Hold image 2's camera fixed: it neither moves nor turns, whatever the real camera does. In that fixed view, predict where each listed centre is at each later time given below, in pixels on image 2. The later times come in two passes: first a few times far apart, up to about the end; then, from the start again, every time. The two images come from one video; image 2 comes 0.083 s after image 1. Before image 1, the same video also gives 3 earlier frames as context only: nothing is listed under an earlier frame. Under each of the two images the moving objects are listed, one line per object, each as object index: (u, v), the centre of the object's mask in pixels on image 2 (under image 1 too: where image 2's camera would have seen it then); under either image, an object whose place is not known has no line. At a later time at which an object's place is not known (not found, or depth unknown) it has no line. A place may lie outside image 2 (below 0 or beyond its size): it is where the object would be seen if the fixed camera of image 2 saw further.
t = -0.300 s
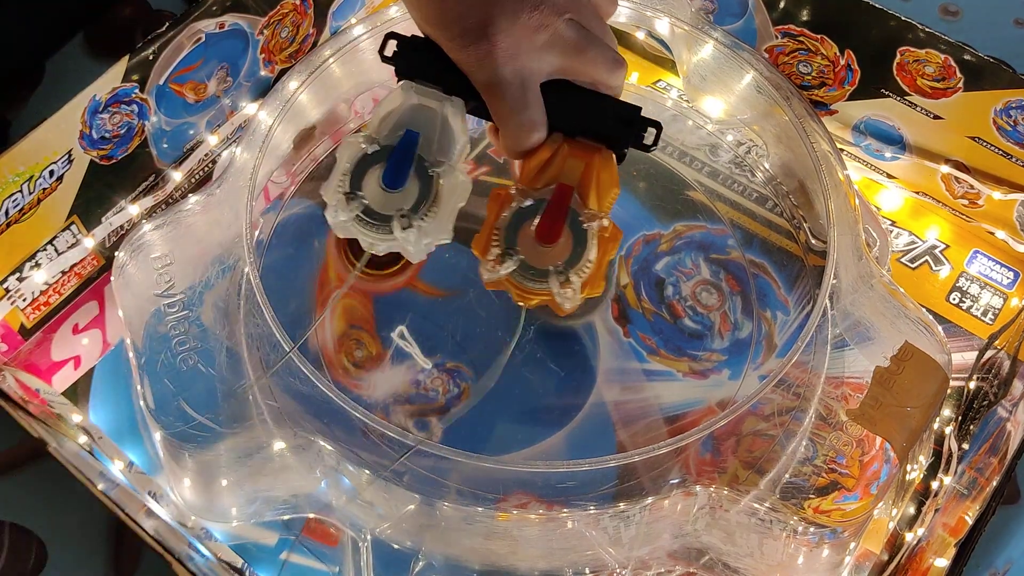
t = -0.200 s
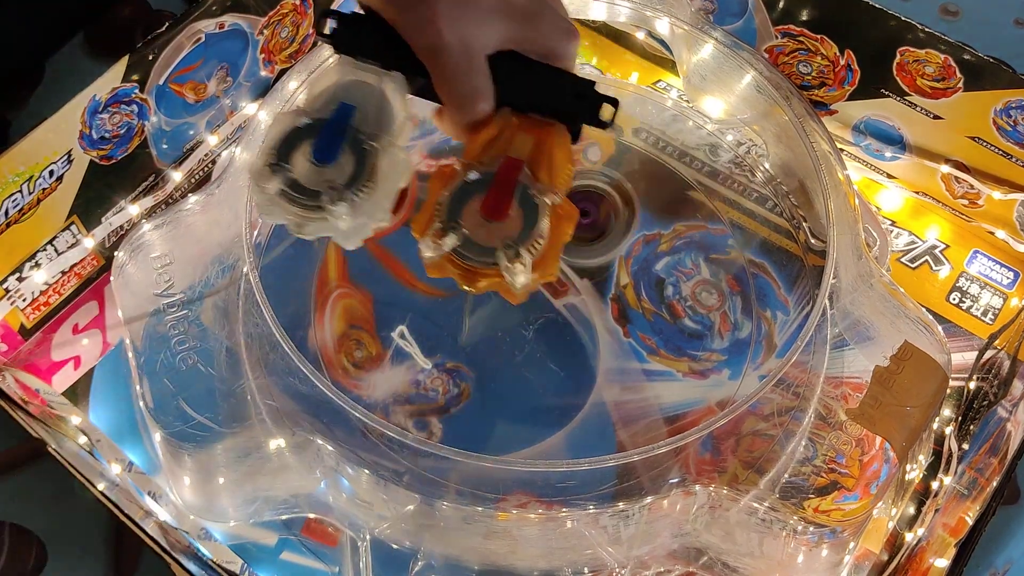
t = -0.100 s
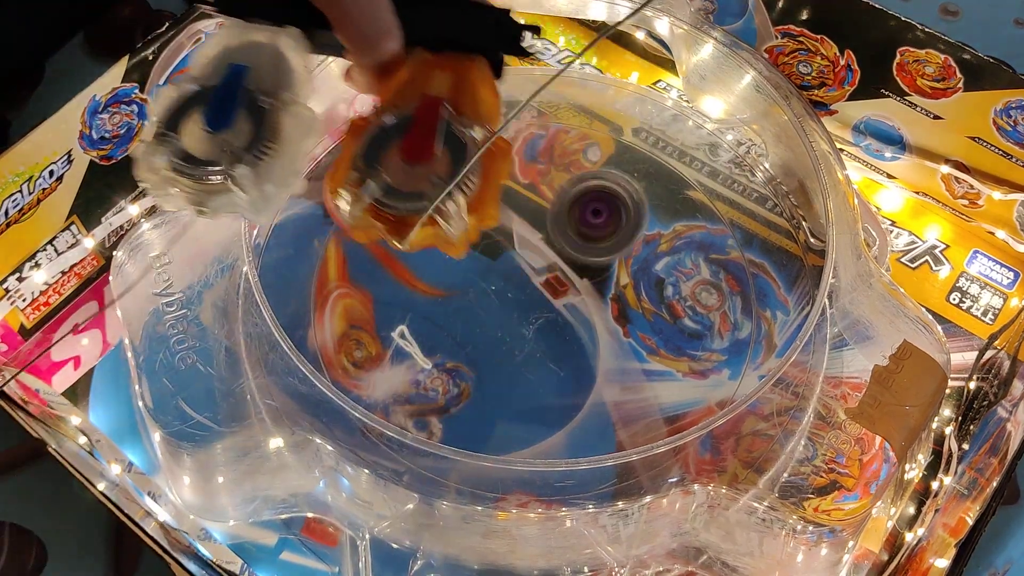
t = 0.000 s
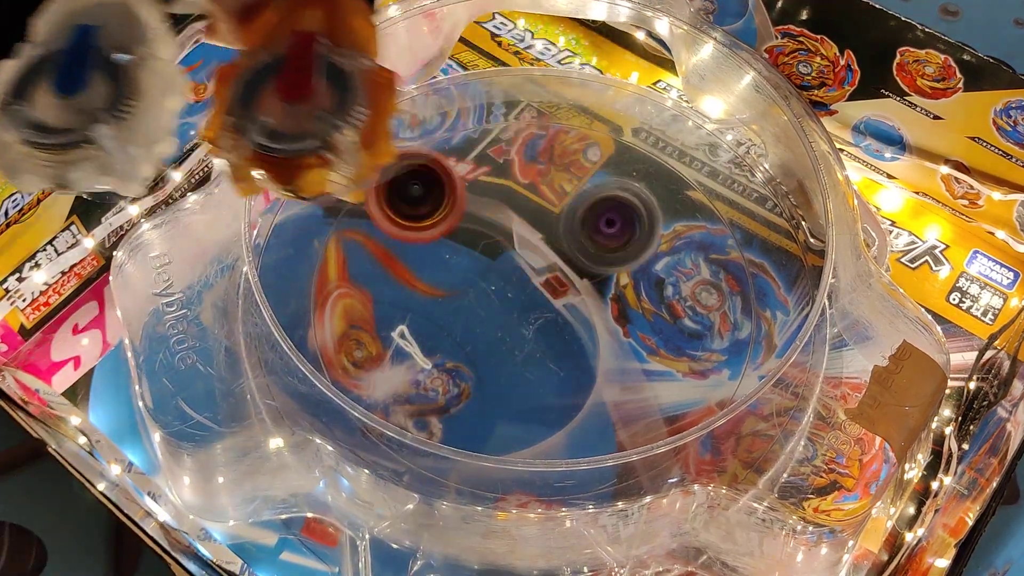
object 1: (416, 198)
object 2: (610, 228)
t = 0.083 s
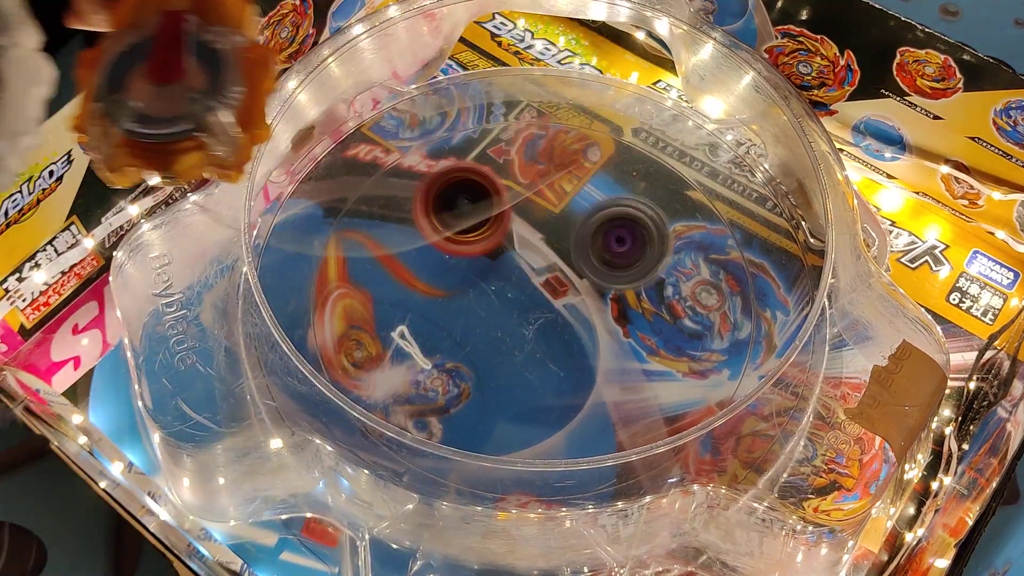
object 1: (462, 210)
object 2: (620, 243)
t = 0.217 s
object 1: (539, 245)
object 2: (633, 277)
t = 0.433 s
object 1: (431, 262)
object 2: (806, 339)
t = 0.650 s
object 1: (399, 267)
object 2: (834, 357)
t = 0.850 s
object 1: (427, 286)
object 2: (834, 431)
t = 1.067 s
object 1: (480, 318)
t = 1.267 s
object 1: (525, 366)
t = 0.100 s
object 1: (472, 216)
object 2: (622, 248)
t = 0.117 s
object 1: (483, 217)
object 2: (624, 251)
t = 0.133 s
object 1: (492, 220)
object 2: (626, 255)
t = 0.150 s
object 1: (502, 226)
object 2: (627, 260)
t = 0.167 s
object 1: (512, 230)
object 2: (629, 264)
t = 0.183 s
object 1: (521, 235)
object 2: (631, 270)
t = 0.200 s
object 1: (530, 240)
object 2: (631, 275)
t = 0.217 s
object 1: (539, 245)
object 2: (633, 277)
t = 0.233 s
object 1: (546, 250)
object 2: (635, 283)
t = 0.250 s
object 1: (550, 255)
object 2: (636, 285)
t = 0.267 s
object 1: (546, 258)
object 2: (648, 291)
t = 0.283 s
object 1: (530, 257)
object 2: (672, 302)
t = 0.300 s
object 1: (514, 256)
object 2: (690, 307)
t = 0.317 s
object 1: (499, 256)
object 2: (706, 314)
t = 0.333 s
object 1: (486, 256)
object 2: (724, 320)
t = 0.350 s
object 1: (473, 257)
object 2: (742, 322)
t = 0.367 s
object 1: (462, 258)
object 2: (751, 324)
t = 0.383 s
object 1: (453, 259)
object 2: (761, 325)
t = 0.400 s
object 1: (444, 260)
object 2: (784, 335)
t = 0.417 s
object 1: (437, 261)
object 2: (793, 338)
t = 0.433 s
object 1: (431, 262)
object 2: (806, 339)
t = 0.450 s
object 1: (425, 263)
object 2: (812, 339)
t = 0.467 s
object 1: (420, 263)
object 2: (816, 340)
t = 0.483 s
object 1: (416, 263)
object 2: (821, 342)
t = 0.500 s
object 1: (412, 263)
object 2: (823, 340)
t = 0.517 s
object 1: (408, 264)
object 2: (822, 342)
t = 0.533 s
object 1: (405, 264)
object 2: (818, 344)
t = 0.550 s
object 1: (403, 264)
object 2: (822, 346)
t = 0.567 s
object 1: (401, 265)
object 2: (824, 348)
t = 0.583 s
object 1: (400, 265)
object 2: (820, 350)
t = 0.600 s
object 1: (399, 265)
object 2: (825, 350)
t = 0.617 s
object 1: (398, 266)
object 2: (828, 353)
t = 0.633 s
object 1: (398, 266)
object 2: (836, 360)
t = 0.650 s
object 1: (399, 267)
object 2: (834, 357)
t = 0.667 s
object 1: (399, 269)
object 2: (841, 360)
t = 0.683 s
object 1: (400, 270)
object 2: (839, 366)
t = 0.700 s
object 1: (401, 271)
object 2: (837, 374)
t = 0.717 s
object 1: (403, 272)
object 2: (842, 382)
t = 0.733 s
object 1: (405, 274)
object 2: (847, 405)
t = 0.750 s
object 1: (407, 275)
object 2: (850, 416)
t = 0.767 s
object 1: (410, 277)
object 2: (850, 426)
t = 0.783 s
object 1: (413, 279)
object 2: (844, 424)
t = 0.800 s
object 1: (416, 280)
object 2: (841, 422)
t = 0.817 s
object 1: (420, 282)
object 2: (839, 422)
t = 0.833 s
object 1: (424, 284)
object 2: (837, 423)
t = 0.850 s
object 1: (427, 286)
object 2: (834, 431)
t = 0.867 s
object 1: (431, 288)
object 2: (832, 438)
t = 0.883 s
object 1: (435, 291)
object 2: (836, 450)
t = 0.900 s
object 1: (439, 293)
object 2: (836, 453)
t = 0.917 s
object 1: (443, 295)
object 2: (834, 458)
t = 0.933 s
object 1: (447, 297)
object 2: (833, 460)
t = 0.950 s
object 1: (452, 299)
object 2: (834, 466)
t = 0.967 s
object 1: (456, 301)
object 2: (825, 463)
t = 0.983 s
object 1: (460, 304)
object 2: (825, 463)
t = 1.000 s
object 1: (464, 307)
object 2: (833, 471)
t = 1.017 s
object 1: (468, 309)
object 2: (828, 465)
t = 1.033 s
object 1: (472, 312)
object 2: (821, 467)
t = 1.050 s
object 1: (476, 315)
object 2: (823, 475)
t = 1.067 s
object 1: (480, 318)
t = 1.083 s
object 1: (484, 320)
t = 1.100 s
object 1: (488, 324)
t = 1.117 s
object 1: (492, 327)
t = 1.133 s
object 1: (496, 331)
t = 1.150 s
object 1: (500, 335)
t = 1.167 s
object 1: (504, 339)
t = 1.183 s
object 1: (507, 343)
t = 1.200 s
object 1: (511, 347)
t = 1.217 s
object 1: (515, 352)
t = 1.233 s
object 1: (518, 356)
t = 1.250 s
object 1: (522, 361)
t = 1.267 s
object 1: (525, 366)
